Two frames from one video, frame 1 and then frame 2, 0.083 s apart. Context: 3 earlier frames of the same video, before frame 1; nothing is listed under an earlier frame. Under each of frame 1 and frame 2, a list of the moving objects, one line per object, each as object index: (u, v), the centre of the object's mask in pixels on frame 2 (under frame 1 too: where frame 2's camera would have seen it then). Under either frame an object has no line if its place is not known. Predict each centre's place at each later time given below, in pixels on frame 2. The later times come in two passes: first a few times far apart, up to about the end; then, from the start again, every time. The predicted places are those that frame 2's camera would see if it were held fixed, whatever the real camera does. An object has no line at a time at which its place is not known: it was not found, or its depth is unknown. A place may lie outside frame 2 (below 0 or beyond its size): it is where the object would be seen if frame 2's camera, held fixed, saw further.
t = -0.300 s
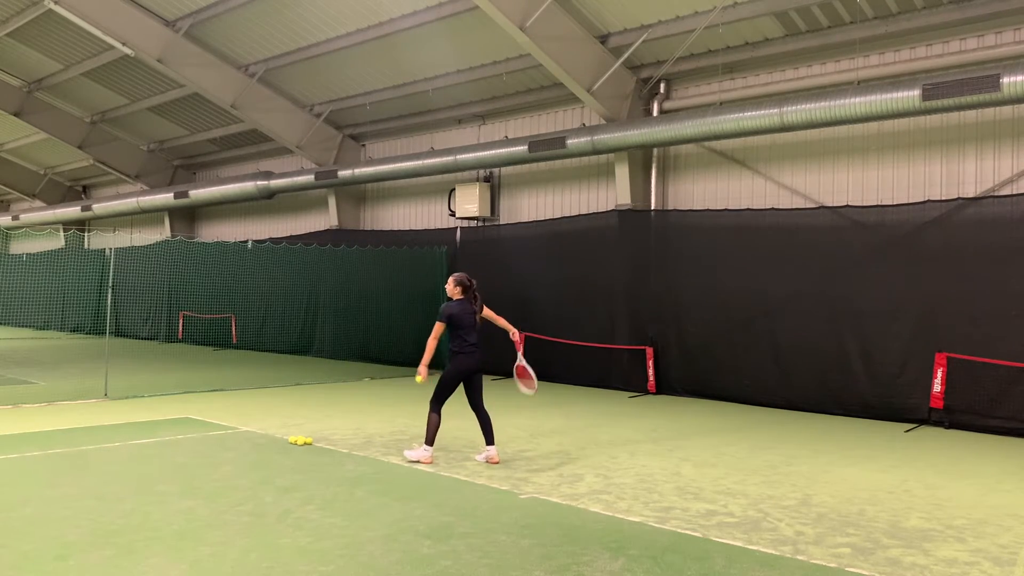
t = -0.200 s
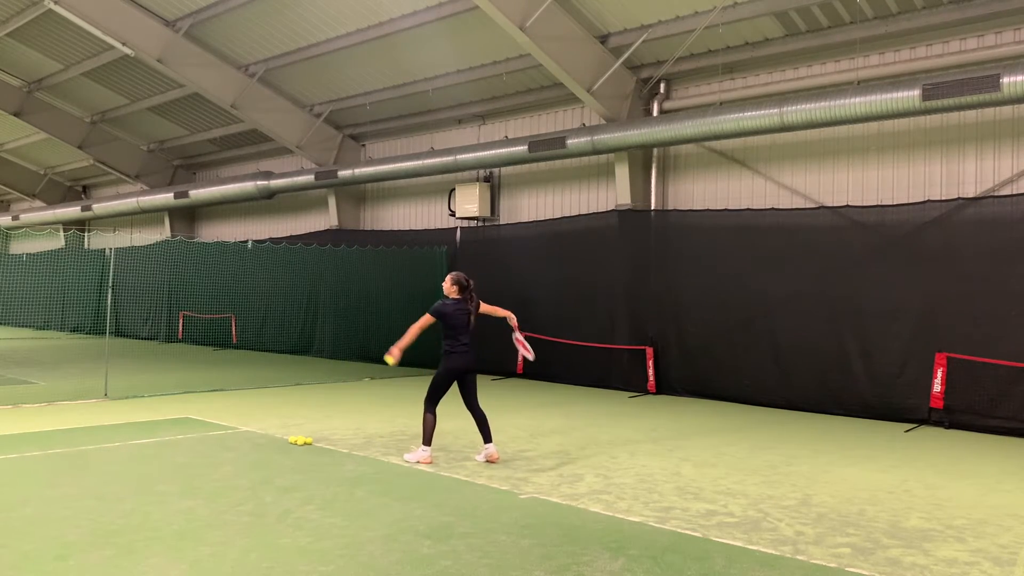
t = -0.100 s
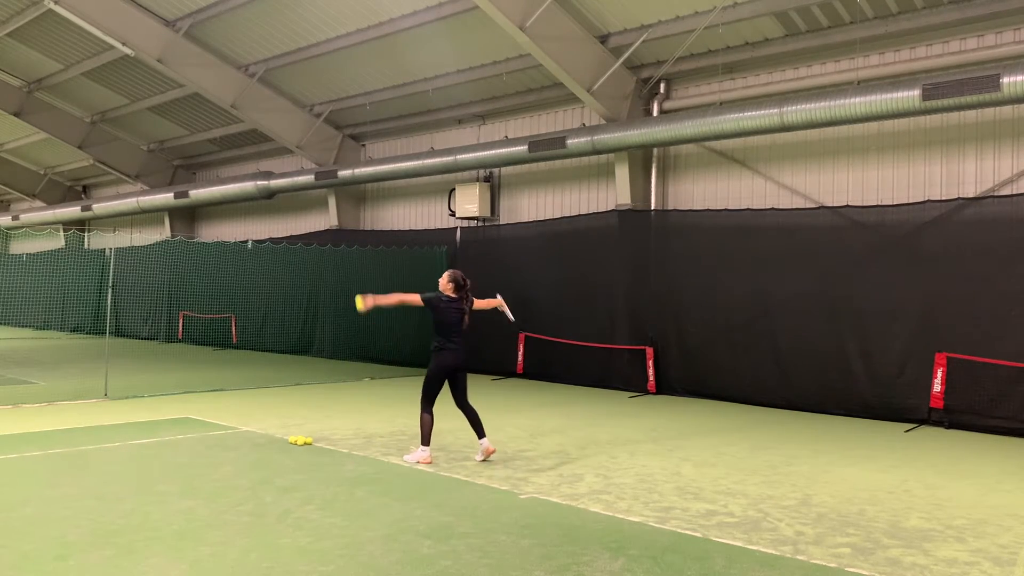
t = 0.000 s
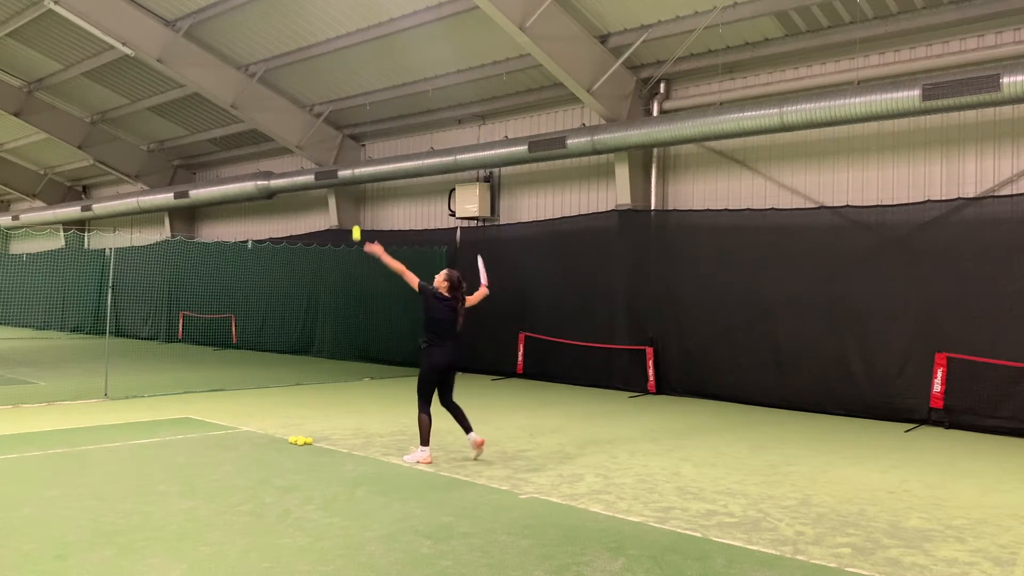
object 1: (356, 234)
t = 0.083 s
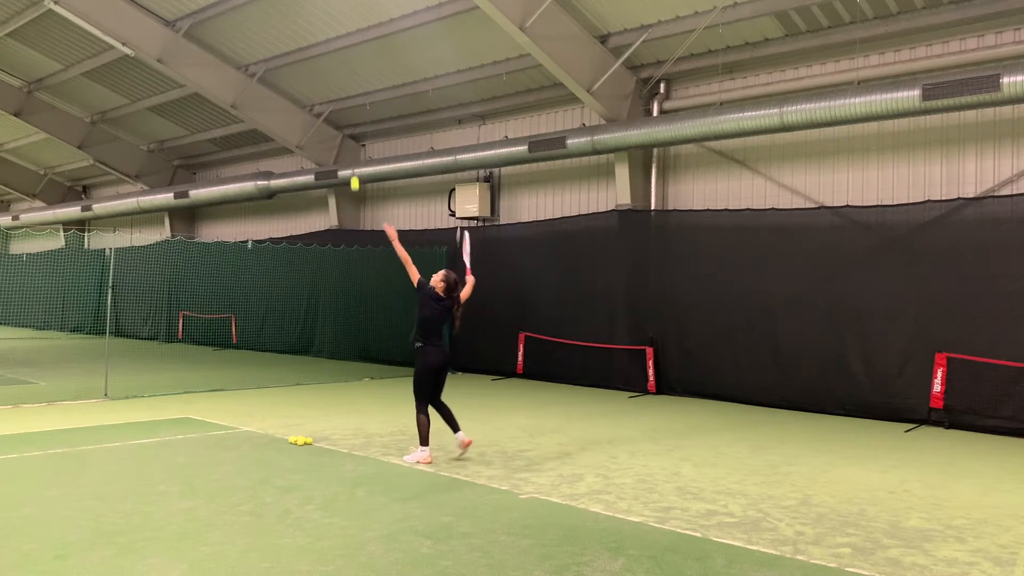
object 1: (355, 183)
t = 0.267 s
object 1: (350, 102)
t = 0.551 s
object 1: (342, 50)
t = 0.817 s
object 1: (333, 85)
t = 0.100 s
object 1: (354, 175)
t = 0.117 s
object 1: (354, 165)
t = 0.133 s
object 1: (353, 157)
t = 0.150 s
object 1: (353, 149)
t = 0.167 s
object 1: (353, 142)
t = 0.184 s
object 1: (352, 134)
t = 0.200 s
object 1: (352, 127)
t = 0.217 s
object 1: (351, 120)
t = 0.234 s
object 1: (351, 114)
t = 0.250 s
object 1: (350, 108)
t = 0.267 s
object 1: (350, 102)
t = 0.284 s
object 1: (350, 96)
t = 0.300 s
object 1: (349, 91)
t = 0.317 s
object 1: (349, 86)
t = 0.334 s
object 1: (348, 81)
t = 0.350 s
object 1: (348, 77)
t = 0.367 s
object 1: (347, 73)
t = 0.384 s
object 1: (347, 69)
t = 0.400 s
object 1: (346, 66)
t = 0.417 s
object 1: (346, 63)
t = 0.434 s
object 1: (345, 60)
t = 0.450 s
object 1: (345, 58)
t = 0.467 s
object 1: (344, 56)
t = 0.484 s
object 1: (344, 54)
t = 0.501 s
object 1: (343, 52)
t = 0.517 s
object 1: (343, 51)
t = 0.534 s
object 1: (342, 51)
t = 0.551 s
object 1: (342, 50)
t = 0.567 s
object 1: (341, 50)
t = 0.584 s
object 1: (341, 50)
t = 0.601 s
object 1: (340, 50)
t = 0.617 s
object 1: (340, 51)
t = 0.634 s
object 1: (339, 52)
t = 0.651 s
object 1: (339, 54)
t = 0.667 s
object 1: (338, 55)
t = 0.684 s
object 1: (337, 57)
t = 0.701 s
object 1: (337, 59)
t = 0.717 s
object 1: (336, 62)
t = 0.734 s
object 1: (336, 65)
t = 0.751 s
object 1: (335, 68)
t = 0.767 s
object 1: (335, 72)
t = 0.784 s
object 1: (334, 76)
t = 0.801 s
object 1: (334, 80)
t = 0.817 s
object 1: (333, 85)
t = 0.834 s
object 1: (333, 90)
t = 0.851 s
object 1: (332, 95)
